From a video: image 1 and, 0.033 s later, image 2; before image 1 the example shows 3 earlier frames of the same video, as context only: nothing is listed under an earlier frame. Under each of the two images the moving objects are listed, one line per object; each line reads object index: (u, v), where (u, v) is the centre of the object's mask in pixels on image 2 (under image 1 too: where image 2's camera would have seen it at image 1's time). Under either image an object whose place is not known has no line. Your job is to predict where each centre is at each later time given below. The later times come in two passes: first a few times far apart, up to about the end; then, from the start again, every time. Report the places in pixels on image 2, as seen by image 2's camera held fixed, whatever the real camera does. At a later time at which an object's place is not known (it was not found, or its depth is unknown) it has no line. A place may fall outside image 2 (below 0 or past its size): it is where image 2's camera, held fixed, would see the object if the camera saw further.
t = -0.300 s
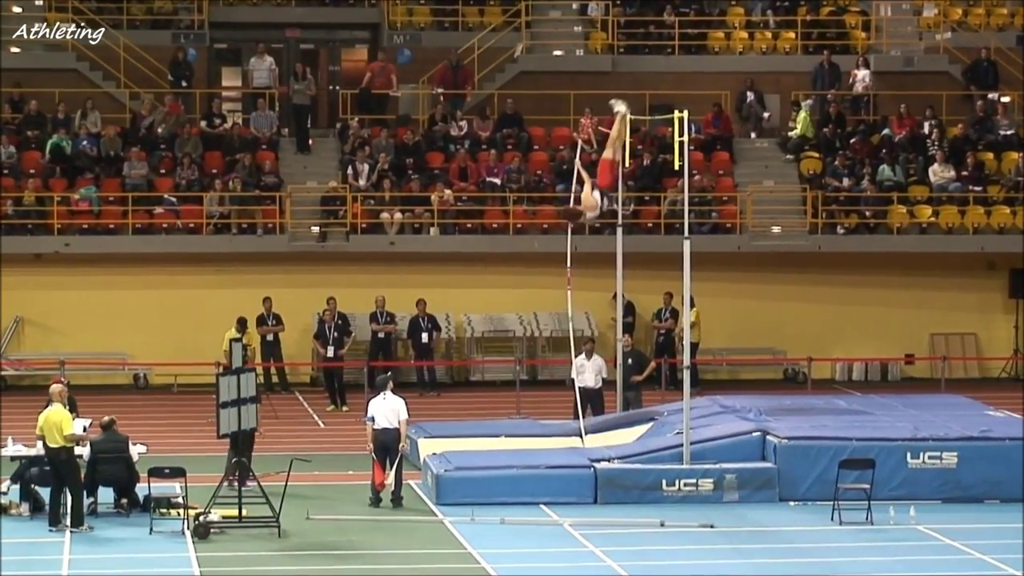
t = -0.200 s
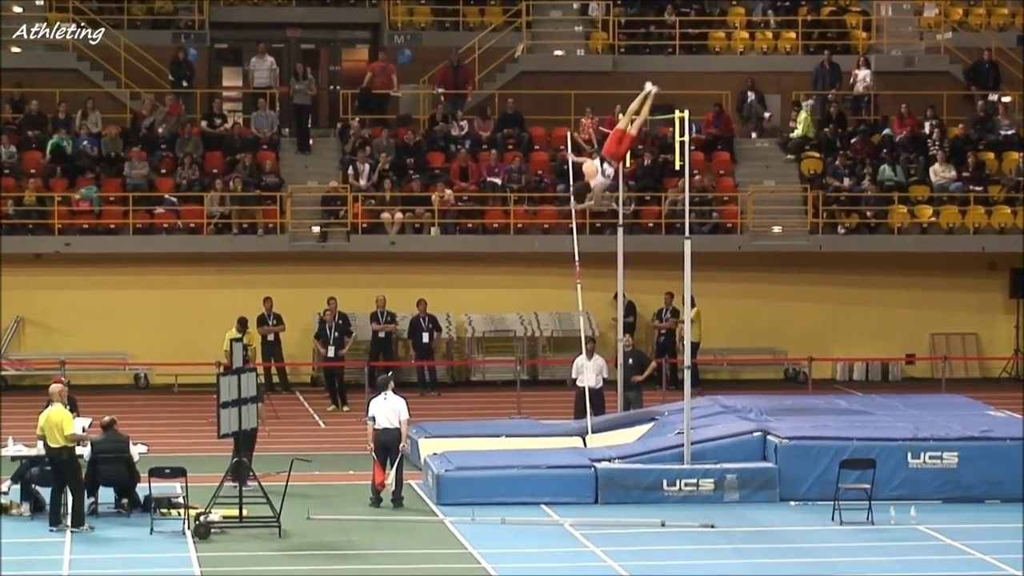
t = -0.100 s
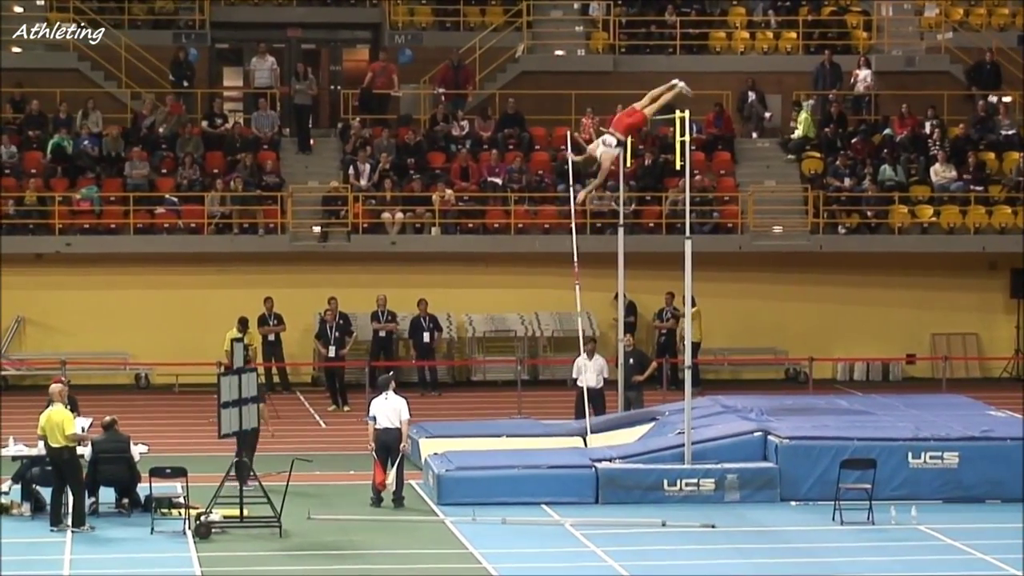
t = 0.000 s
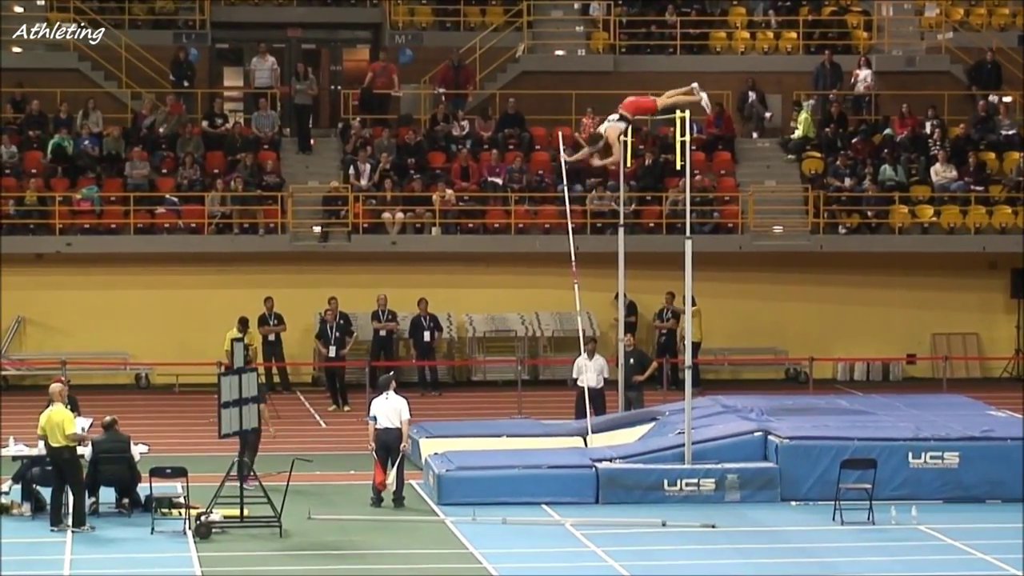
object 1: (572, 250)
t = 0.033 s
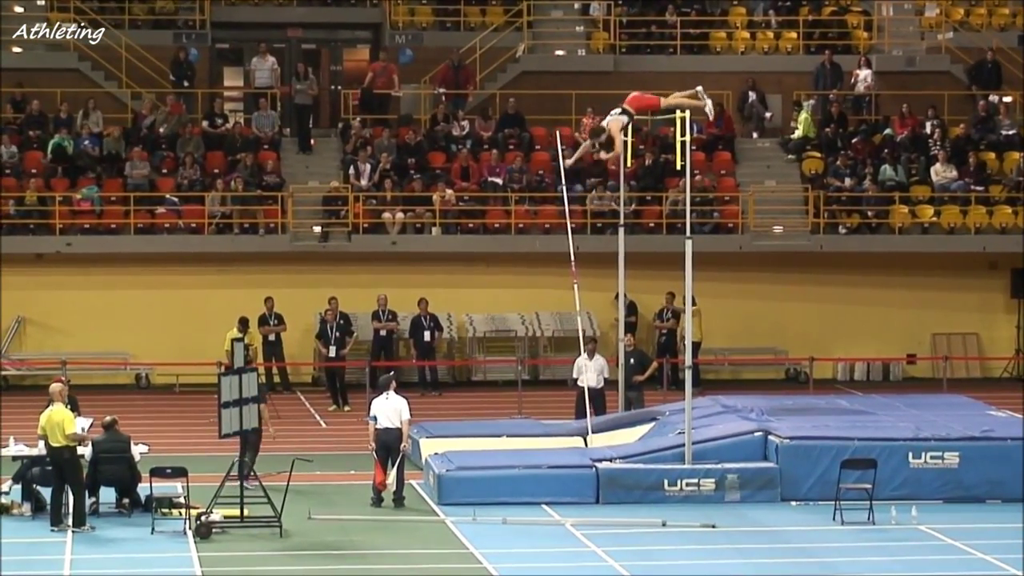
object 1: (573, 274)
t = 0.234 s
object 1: (567, 277)
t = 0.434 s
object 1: (558, 281)
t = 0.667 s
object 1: (543, 286)
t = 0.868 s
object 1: (522, 291)
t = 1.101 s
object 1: (487, 303)
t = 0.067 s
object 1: (573, 280)
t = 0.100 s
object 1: (572, 279)
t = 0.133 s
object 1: (571, 277)
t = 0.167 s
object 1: (570, 277)
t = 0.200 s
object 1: (569, 278)
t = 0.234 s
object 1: (567, 277)
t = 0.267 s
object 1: (566, 278)
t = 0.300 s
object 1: (565, 279)
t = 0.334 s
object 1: (563, 279)
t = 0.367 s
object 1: (562, 280)
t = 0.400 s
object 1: (560, 280)
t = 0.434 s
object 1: (558, 281)
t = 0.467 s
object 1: (557, 284)
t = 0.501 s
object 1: (555, 284)
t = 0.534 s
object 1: (552, 283)
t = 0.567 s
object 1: (551, 286)
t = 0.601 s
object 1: (548, 286)
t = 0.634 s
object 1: (546, 288)
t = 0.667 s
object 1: (543, 286)
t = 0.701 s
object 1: (540, 287)
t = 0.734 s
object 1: (537, 288)
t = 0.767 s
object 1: (533, 288)
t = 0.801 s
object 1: (530, 289)
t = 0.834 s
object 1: (526, 291)
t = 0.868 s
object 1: (522, 291)
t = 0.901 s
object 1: (518, 292)
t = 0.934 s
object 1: (514, 295)
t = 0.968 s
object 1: (509, 295)
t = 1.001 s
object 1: (504, 297)
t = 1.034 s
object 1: (499, 299)
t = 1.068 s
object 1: (492, 299)
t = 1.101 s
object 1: (487, 303)
